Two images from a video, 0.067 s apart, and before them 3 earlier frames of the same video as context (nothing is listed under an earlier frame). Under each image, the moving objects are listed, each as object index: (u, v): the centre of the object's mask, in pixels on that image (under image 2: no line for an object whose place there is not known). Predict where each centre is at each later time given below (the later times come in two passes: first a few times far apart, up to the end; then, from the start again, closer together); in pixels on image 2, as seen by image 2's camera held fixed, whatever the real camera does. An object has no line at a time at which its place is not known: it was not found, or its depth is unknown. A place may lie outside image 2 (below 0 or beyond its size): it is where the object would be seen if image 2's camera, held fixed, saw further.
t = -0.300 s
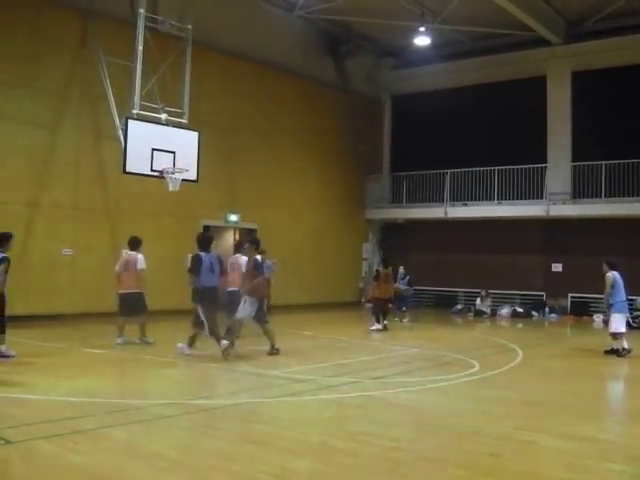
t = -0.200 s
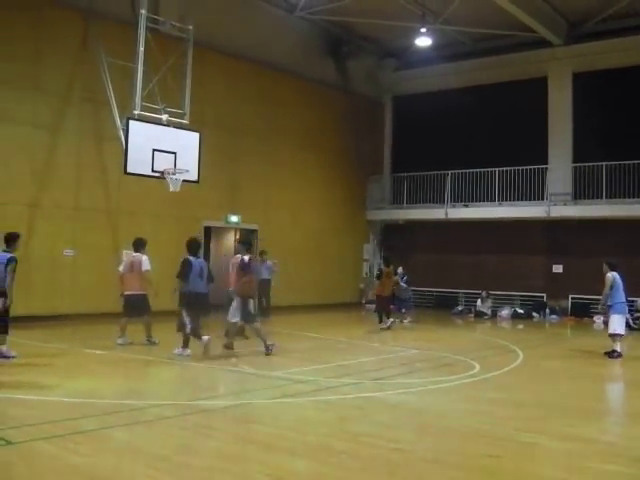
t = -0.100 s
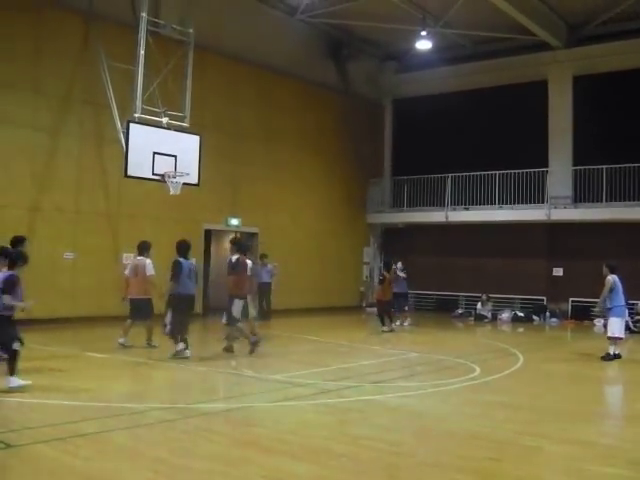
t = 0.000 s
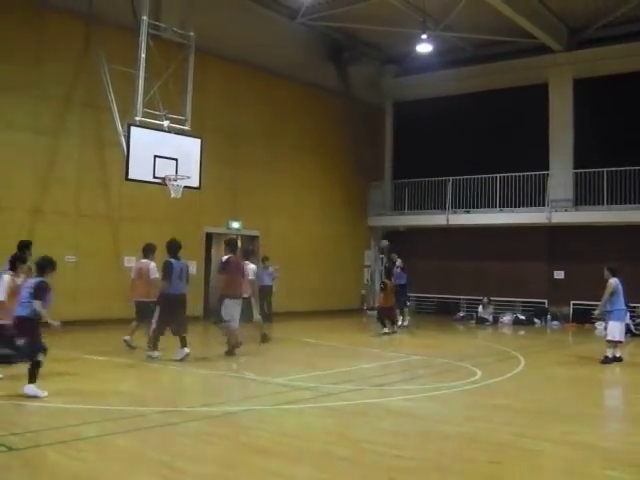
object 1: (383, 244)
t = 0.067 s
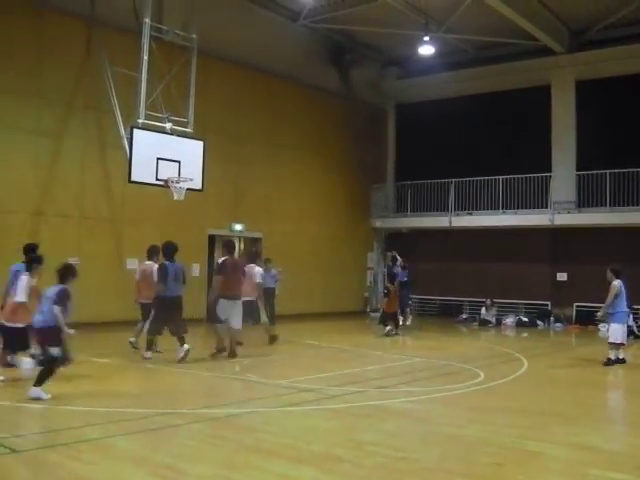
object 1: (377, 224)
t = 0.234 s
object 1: (355, 183)
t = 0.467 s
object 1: (321, 141)
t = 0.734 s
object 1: (276, 118)
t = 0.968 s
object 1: (234, 123)
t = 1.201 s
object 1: (184, 158)
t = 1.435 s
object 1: (188, 137)
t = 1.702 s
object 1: (214, 113)
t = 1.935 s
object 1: (235, 122)
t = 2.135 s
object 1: (252, 150)
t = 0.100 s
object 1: (374, 216)
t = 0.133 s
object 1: (369, 207)
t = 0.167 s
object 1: (364, 198)
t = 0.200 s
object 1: (360, 191)
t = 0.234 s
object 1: (355, 183)
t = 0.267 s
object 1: (350, 176)
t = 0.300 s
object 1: (346, 169)
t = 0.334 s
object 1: (341, 162)
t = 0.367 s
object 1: (336, 156)
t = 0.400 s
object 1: (331, 150)
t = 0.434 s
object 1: (326, 145)
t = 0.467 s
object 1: (321, 141)
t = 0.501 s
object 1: (315, 137)
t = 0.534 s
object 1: (310, 132)
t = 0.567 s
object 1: (305, 129)
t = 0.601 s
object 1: (299, 125)
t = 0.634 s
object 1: (294, 123)
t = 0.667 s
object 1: (288, 122)
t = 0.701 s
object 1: (282, 120)
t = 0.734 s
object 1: (276, 118)
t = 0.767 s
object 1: (271, 117)
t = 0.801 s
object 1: (265, 117)
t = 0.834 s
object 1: (259, 117)
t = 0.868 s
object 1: (252, 117)
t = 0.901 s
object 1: (246, 119)
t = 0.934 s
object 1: (240, 121)
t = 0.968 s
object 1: (234, 123)
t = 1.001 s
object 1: (228, 127)
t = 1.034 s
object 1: (220, 130)
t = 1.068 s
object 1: (213, 134)
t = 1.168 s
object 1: (191, 152)
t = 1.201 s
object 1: (184, 158)
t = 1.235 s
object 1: (177, 166)
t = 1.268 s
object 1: (170, 172)
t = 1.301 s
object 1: (174, 164)
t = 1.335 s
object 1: (178, 156)
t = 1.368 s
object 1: (181, 150)
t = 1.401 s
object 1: (185, 144)
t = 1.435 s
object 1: (188, 137)
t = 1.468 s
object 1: (192, 132)
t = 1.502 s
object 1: (195, 128)
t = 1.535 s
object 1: (199, 124)
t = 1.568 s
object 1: (202, 120)
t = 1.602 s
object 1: (205, 118)
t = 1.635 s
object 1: (208, 116)
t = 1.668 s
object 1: (211, 114)
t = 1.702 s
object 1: (214, 113)
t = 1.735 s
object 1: (217, 113)
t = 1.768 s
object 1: (220, 113)
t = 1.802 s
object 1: (223, 114)
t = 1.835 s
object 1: (226, 115)
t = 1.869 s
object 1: (229, 116)
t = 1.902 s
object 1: (232, 119)
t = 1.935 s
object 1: (235, 122)
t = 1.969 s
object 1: (238, 125)
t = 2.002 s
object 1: (241, 129)
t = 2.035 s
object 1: (244, 133)
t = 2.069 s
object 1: (247, 139)
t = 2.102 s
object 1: (249, 144)
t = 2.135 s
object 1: (252, 150)
